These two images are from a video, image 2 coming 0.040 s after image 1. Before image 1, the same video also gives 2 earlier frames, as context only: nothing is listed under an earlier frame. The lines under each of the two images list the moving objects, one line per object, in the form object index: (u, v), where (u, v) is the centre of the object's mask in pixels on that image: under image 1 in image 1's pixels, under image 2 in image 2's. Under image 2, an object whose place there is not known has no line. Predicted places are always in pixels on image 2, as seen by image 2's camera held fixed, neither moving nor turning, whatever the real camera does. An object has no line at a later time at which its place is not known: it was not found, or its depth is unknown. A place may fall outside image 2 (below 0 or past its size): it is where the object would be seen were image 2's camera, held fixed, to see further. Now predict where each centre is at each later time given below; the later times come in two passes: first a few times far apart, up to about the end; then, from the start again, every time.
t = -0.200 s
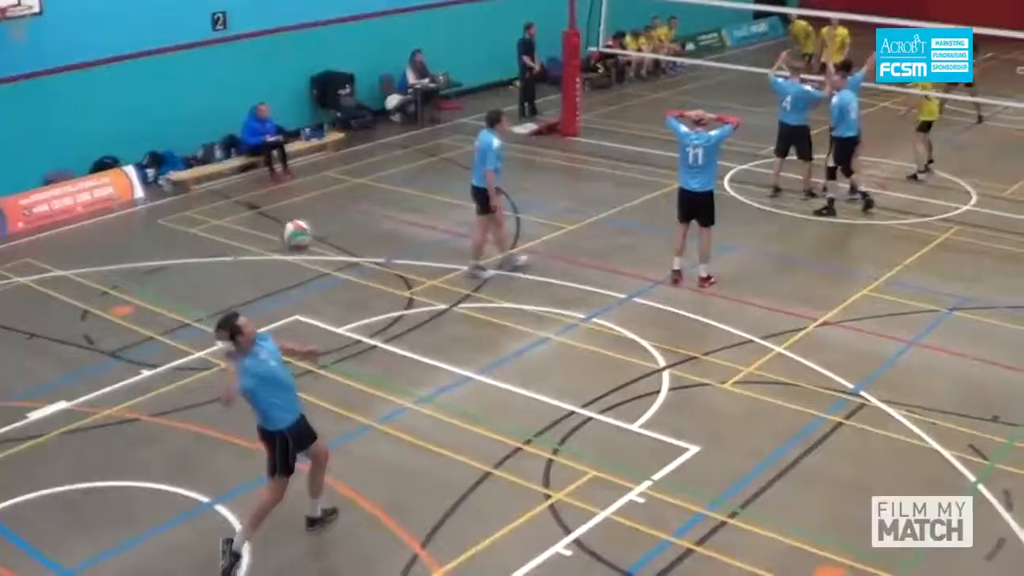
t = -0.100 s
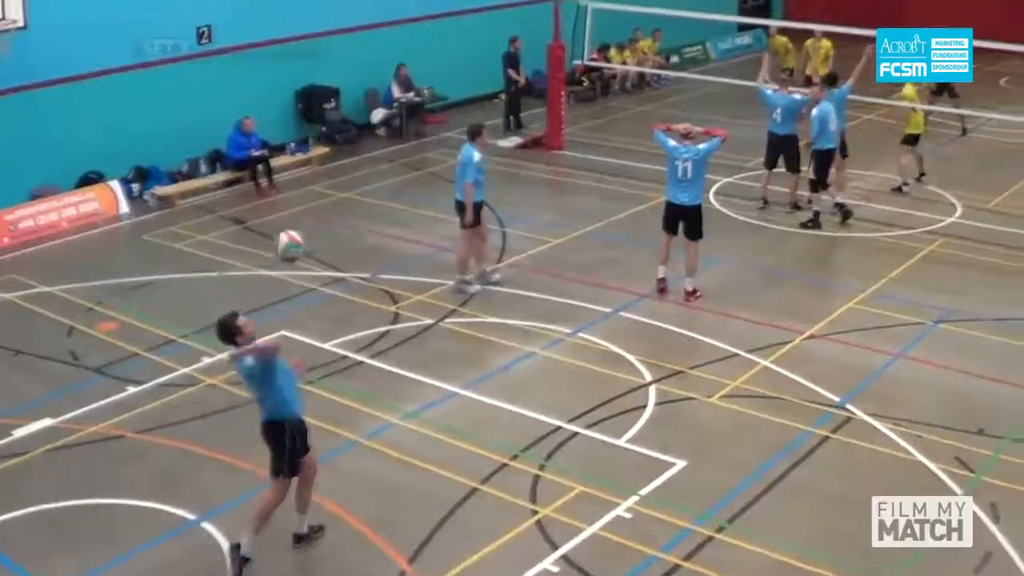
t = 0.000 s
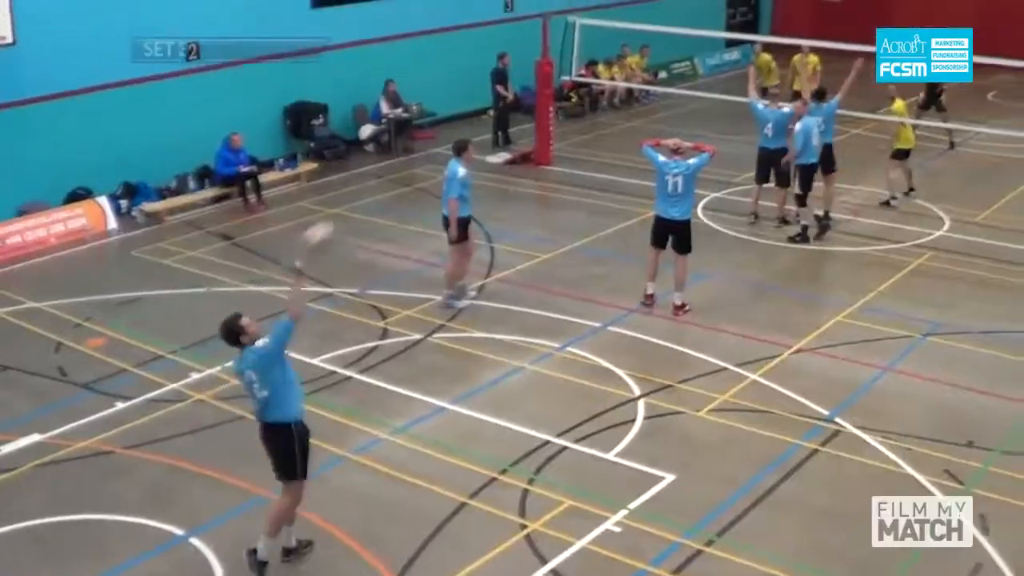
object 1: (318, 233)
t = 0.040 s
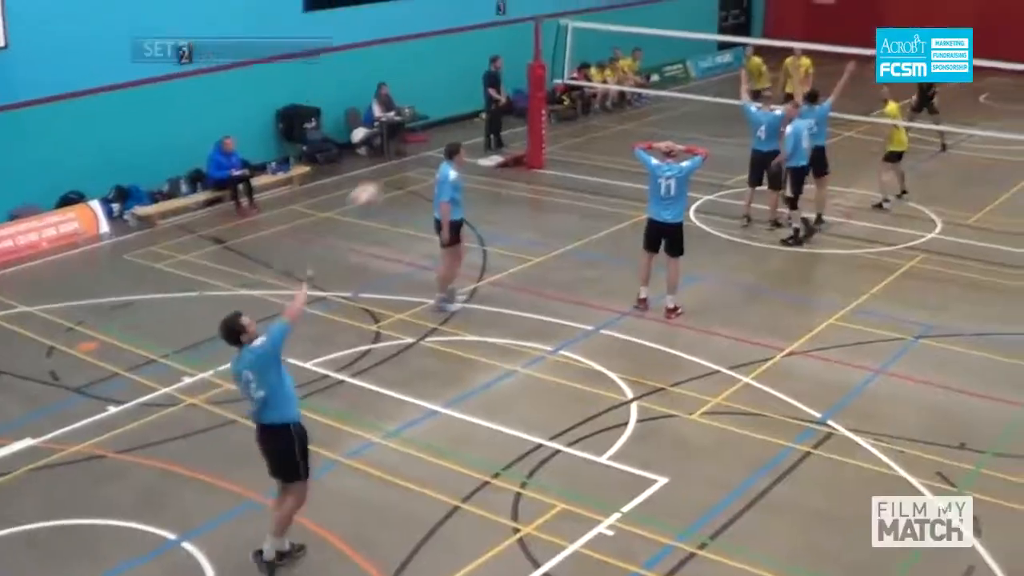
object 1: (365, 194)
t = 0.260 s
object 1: (578, 54)
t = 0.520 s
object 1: (718, 9)
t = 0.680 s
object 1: (773, 17)
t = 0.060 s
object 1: (390, 175)
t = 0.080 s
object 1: (411, 158)
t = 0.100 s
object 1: (435, 141)
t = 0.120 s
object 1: (456, 127)
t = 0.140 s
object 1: (477, 113)
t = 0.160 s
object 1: (497, 103)
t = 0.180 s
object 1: (515, 91)
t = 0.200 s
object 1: (532, 80)
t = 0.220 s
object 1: (548, 70)
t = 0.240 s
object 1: (563, 61)
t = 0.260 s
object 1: (578, 54)
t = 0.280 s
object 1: (593, 47)
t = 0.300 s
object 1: (605, 41)
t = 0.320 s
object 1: (617, 36)
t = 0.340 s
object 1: (632, 30)
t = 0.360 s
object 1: (641, 26)
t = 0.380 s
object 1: (652, 24)
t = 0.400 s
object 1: (662, 21)
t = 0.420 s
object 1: (672, 17)
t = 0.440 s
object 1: (681, 15)
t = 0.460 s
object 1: (692, 13)
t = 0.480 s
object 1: (700, 11)
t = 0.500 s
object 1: (709, 9)
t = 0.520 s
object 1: (718, 9)
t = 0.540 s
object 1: (726, 10)
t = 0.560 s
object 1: (732, 10)
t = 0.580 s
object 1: (740, 11)
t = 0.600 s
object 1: (746, 11)
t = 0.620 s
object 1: (753, 11)
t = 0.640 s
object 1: (761, 13)
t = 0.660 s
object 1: (767, 15)
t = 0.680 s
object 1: (773, 17)
